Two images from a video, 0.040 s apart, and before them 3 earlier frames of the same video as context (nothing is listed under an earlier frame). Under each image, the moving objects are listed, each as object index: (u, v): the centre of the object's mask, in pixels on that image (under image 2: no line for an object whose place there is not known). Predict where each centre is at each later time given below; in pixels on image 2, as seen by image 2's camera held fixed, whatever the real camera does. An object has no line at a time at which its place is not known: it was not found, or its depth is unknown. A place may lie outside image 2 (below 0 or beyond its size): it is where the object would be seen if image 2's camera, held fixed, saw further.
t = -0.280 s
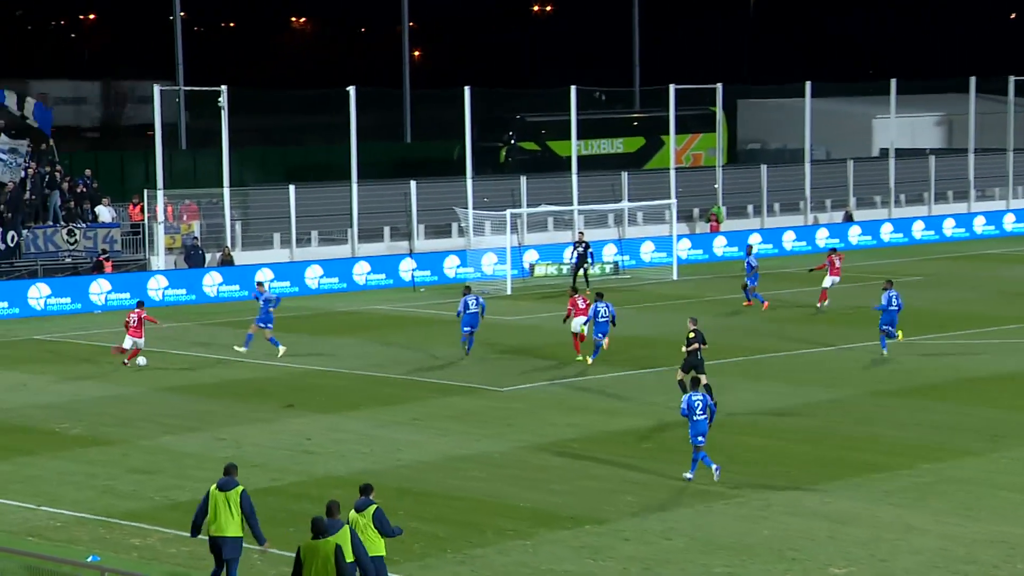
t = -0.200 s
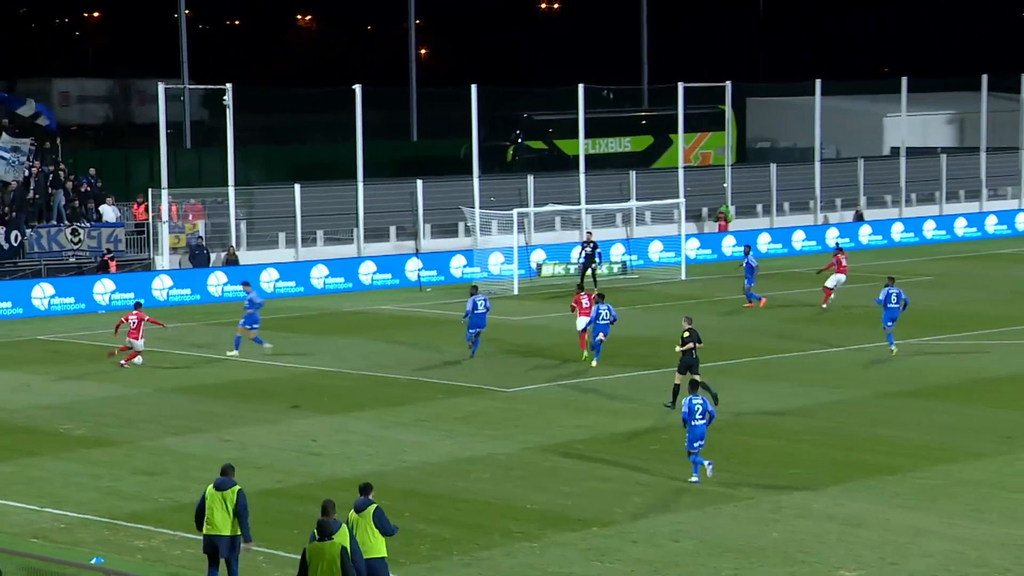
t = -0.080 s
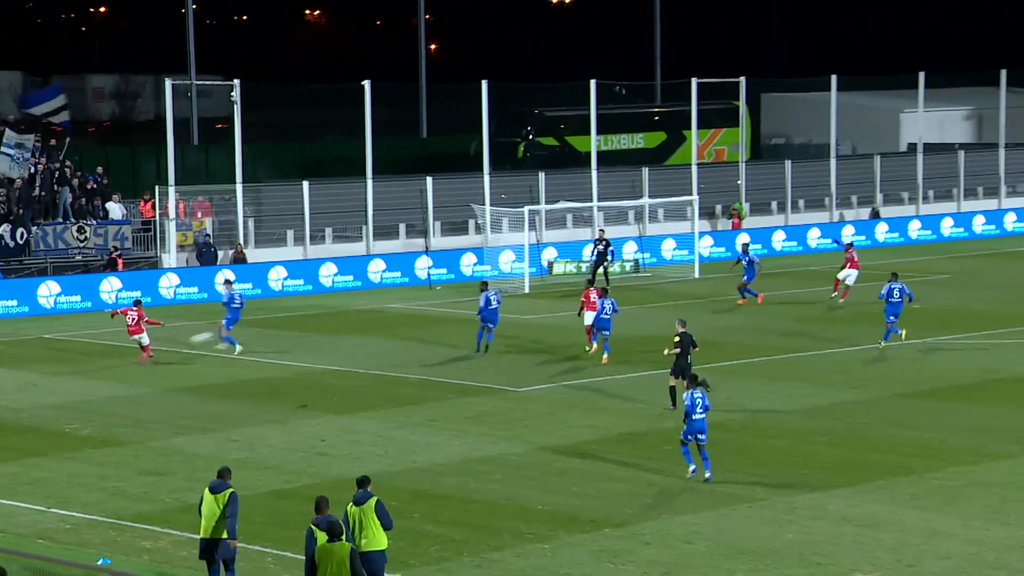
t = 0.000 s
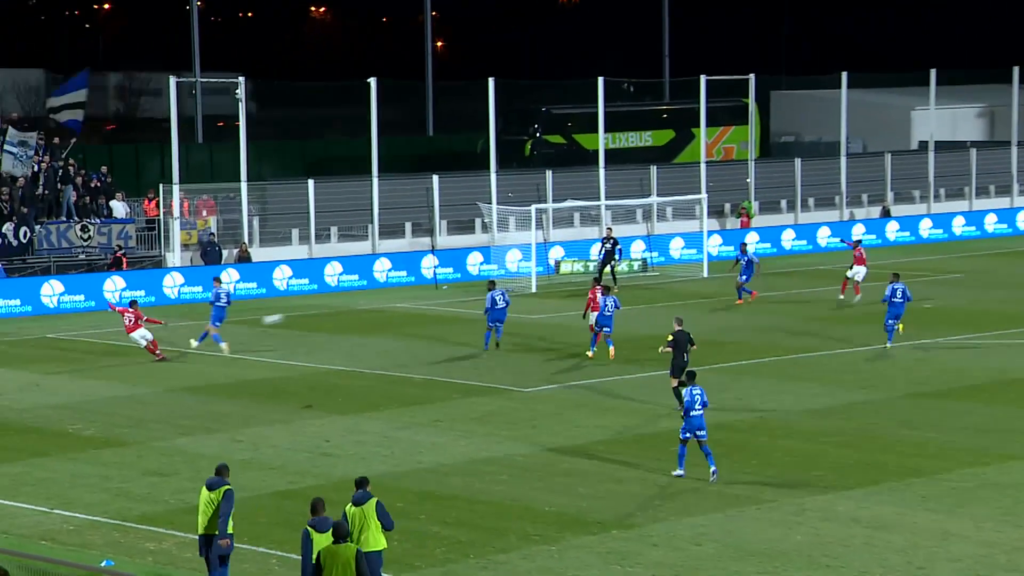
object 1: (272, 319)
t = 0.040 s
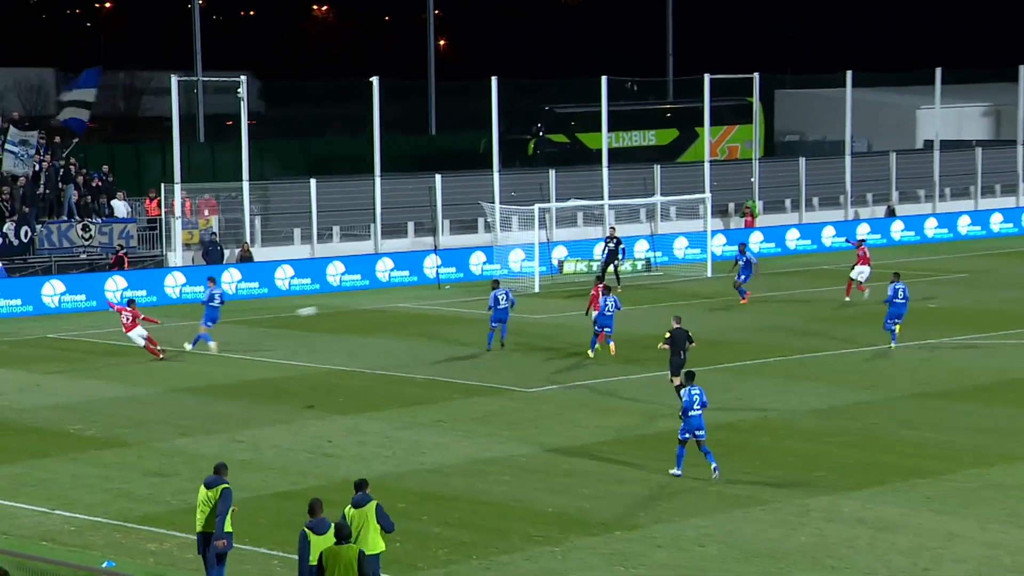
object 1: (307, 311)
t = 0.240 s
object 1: (459, 284)
